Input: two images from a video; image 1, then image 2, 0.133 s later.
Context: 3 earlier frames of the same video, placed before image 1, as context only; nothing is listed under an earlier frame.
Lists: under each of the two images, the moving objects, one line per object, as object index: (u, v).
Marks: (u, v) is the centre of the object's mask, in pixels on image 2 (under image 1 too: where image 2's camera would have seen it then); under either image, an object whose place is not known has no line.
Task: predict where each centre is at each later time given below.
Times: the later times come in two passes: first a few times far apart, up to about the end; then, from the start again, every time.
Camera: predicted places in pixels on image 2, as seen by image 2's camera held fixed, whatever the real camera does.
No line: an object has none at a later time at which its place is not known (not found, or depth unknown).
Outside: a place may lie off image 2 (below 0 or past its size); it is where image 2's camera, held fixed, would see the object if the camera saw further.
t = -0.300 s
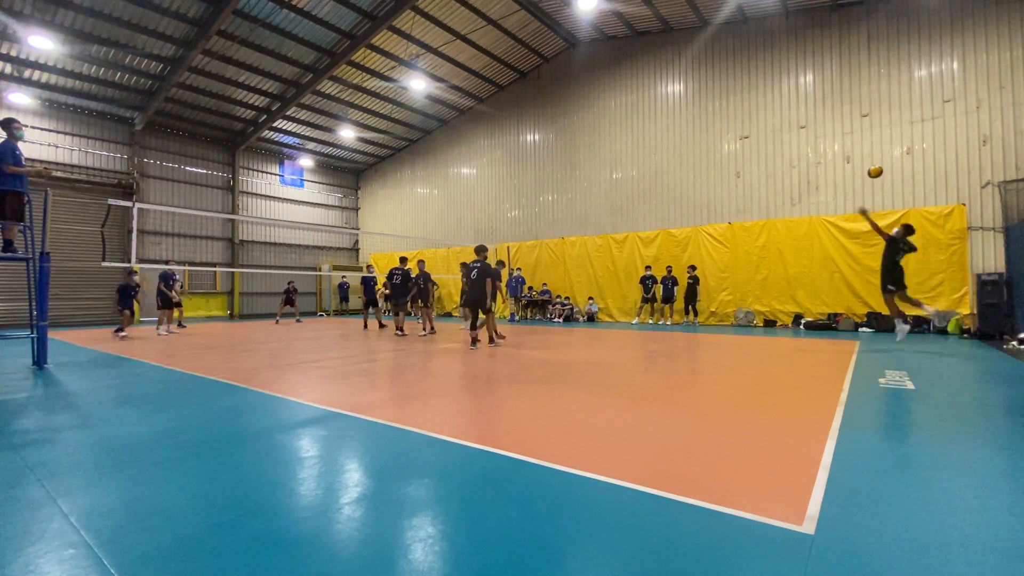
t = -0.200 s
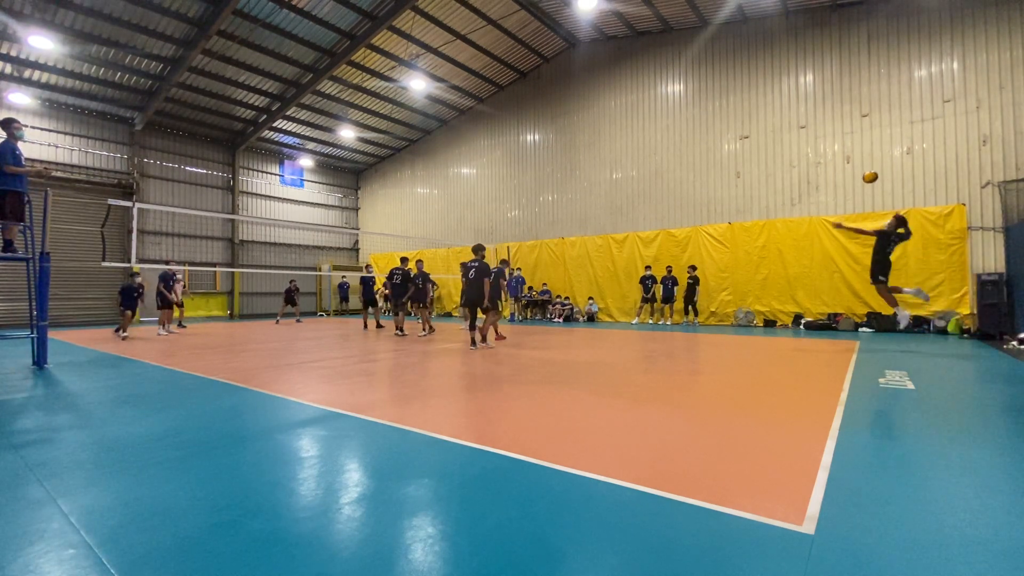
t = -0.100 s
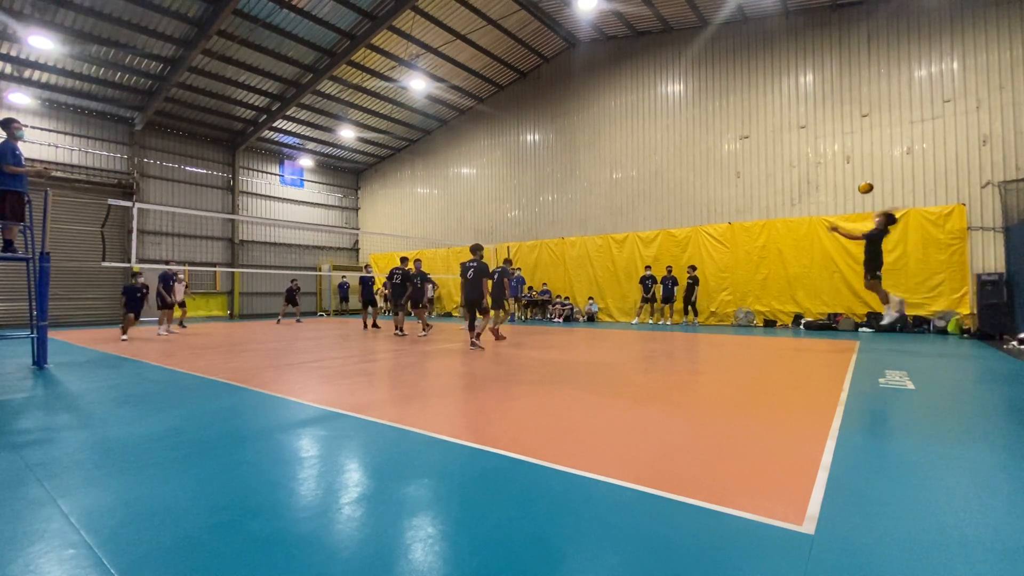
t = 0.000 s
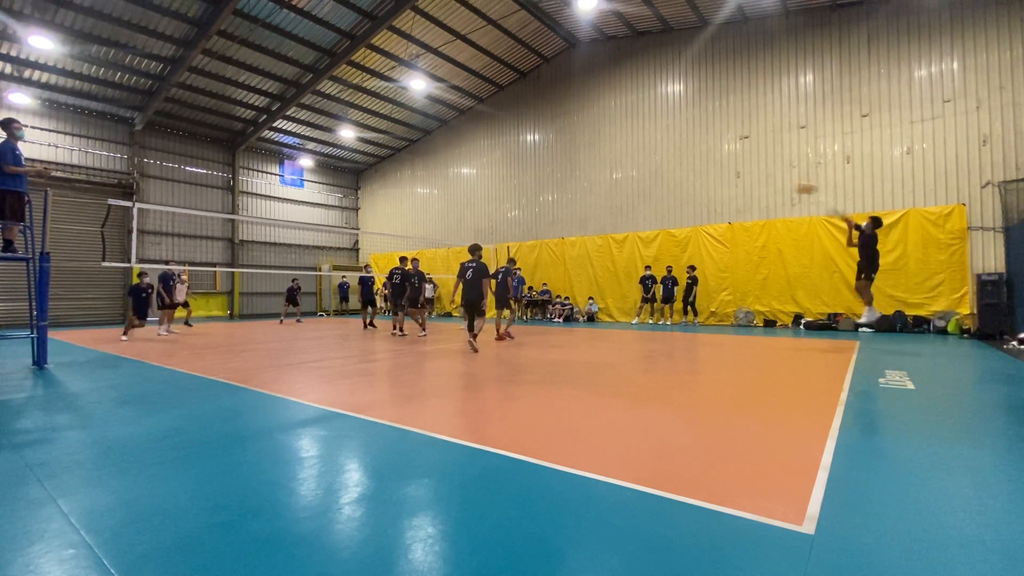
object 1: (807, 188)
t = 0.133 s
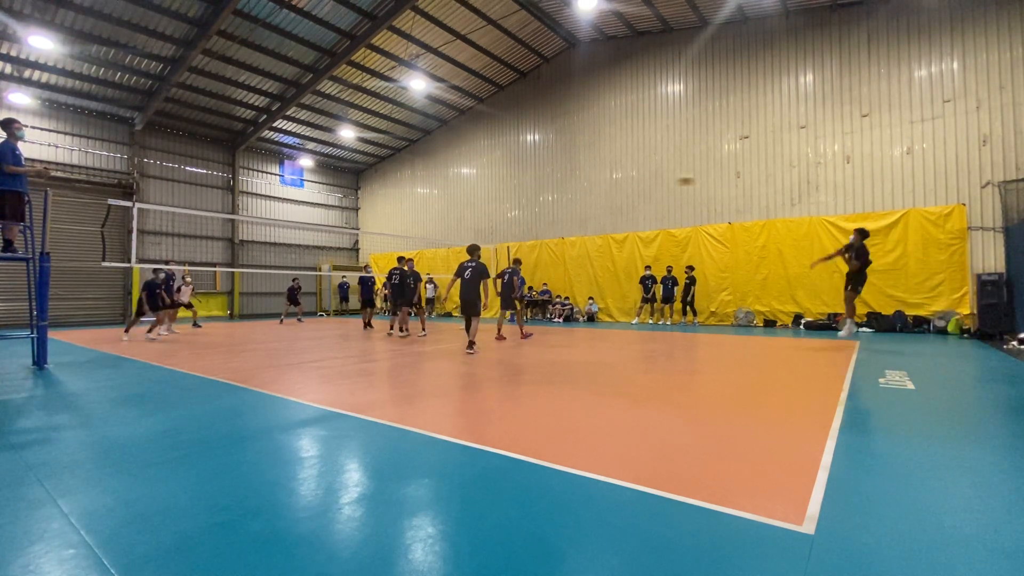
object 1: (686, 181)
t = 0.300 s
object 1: (572, 182)
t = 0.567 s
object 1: (446, 203)
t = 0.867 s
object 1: (350, 243)
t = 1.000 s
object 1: (318, 262)
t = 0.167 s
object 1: (659, 180)
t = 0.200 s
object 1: (636, 180)
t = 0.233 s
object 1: (614, 180)
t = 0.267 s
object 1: (593, 182)
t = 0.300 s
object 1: (572, 182)
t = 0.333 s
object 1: (554, 184)
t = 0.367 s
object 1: (536, 187)
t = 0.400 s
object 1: (518, 188)
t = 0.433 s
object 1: (503, 191)
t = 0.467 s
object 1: (488, 193)
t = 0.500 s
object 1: (473, 196)
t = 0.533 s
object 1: (459, 199)
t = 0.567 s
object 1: (446, 203)
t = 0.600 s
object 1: (433, 207)
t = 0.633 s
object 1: (421, 210)
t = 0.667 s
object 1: (410, 215)
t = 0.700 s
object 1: (399, 219)
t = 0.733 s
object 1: (388, 223)
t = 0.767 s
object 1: (378, 227)
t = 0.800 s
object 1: (369, 231)
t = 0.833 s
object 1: (358, 237)
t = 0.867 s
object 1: (350, 243)
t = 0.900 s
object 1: (340, 247)
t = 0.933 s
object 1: (332, 252)
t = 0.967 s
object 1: (323, 259)
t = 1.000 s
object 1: (318, 262)
